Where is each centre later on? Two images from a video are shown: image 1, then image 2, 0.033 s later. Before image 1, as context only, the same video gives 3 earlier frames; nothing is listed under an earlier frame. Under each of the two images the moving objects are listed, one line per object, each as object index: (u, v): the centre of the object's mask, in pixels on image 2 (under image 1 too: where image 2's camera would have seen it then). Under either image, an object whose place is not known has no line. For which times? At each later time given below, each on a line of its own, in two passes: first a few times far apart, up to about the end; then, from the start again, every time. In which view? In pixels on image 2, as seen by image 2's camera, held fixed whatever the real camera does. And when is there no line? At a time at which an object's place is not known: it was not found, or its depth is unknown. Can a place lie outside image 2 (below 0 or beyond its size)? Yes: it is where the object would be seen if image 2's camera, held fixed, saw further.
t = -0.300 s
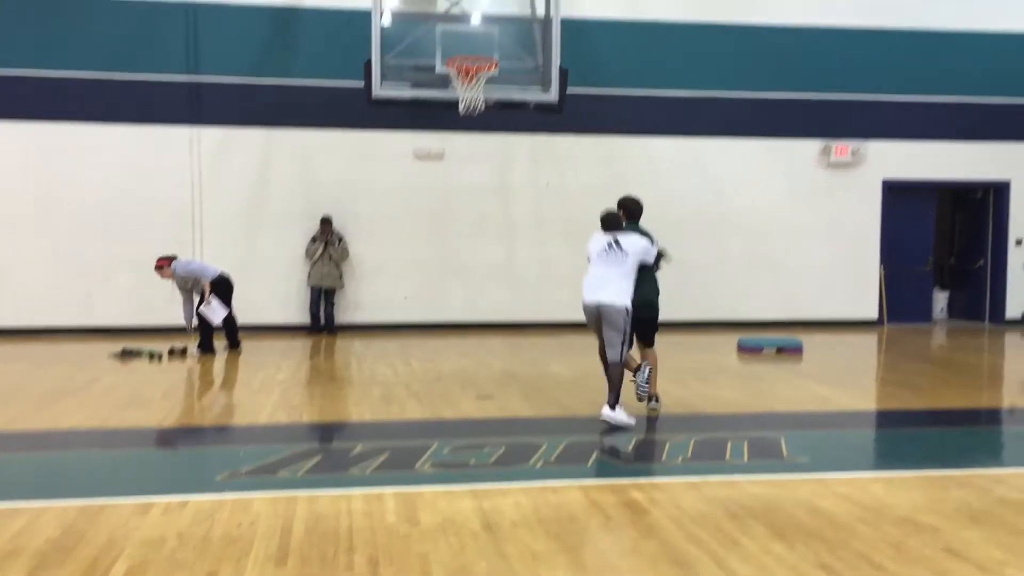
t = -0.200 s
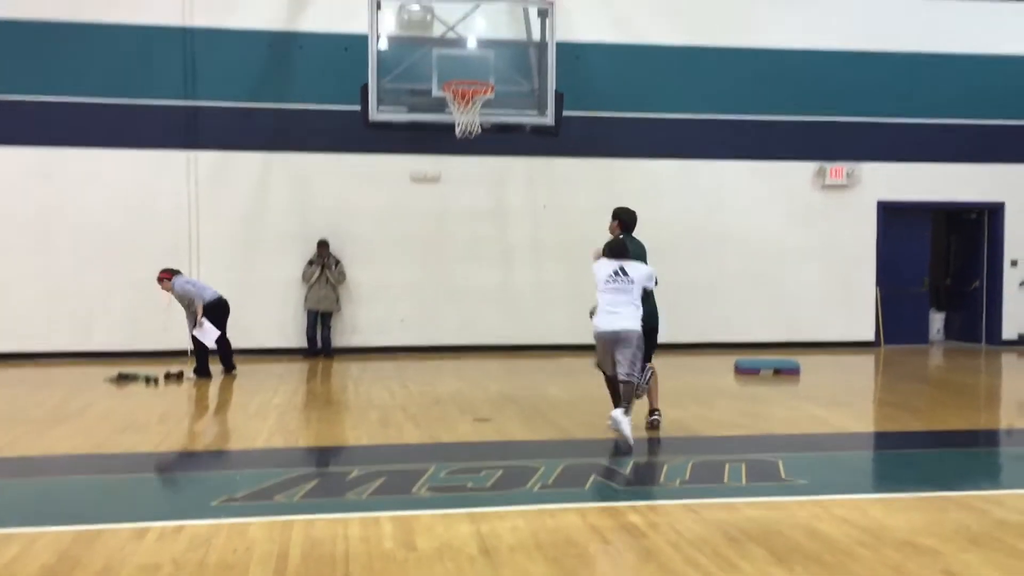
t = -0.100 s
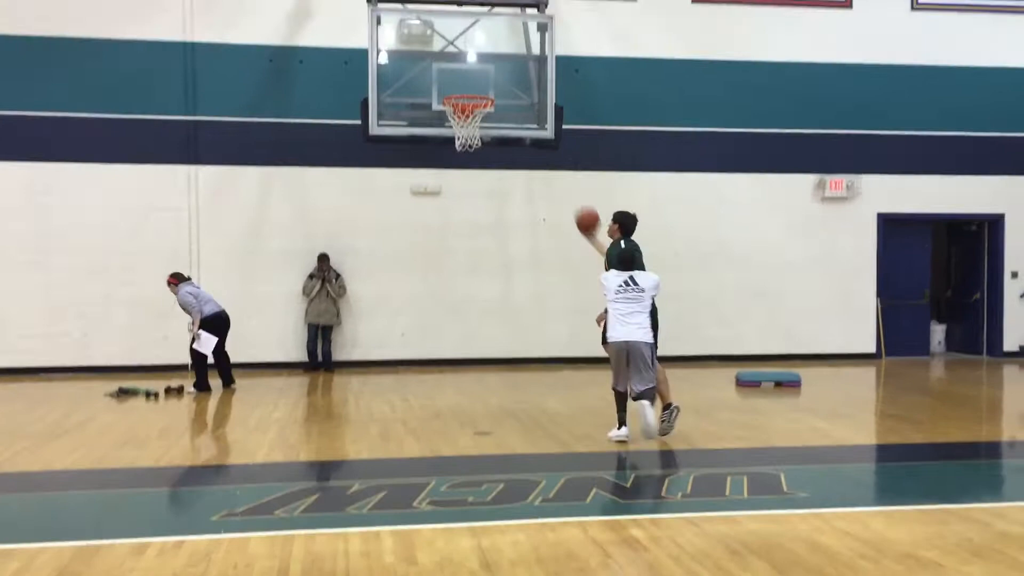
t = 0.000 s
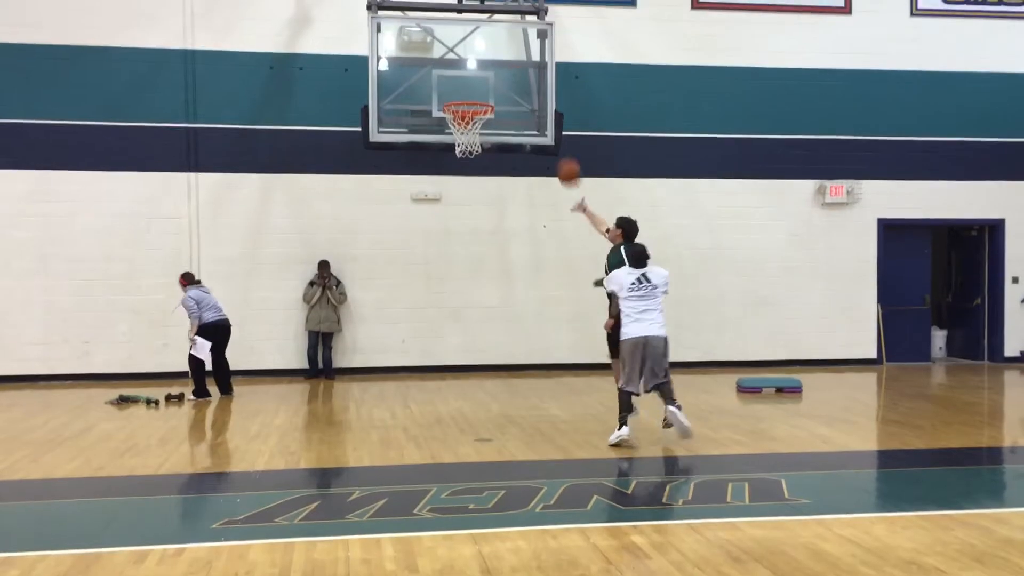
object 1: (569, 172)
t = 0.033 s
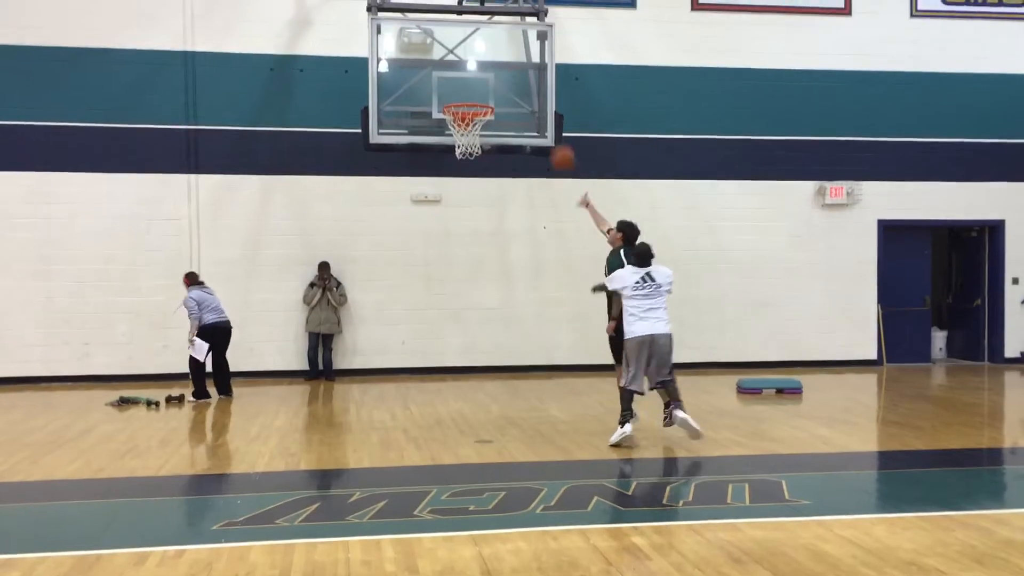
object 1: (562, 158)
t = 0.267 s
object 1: (520, 85)
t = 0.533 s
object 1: (491, 62)
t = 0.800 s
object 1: (472, 98)
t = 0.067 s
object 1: (557, 145)
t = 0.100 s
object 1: (551, 131)
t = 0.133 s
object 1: (544, 120)
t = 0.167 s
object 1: (538, 109)
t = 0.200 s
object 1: (532, 101)
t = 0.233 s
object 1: (527, 92)
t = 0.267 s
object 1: (520, 85)
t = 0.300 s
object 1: (515, 80)
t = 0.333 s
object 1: (509, 76)
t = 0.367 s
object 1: (504, 71)
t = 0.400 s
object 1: (501, 68)
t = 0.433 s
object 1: (498, 65)
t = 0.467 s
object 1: (496, 63)
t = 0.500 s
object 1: (493, 62)
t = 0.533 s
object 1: (491, 62)
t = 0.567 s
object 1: (489, 64)
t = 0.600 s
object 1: (487, 66)
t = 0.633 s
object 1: (485, 70)
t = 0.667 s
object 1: (482, 75)
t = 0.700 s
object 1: (480, 81)
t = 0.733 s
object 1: (477, 88)
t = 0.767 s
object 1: (475, 95)
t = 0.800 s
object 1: (472, 98)
